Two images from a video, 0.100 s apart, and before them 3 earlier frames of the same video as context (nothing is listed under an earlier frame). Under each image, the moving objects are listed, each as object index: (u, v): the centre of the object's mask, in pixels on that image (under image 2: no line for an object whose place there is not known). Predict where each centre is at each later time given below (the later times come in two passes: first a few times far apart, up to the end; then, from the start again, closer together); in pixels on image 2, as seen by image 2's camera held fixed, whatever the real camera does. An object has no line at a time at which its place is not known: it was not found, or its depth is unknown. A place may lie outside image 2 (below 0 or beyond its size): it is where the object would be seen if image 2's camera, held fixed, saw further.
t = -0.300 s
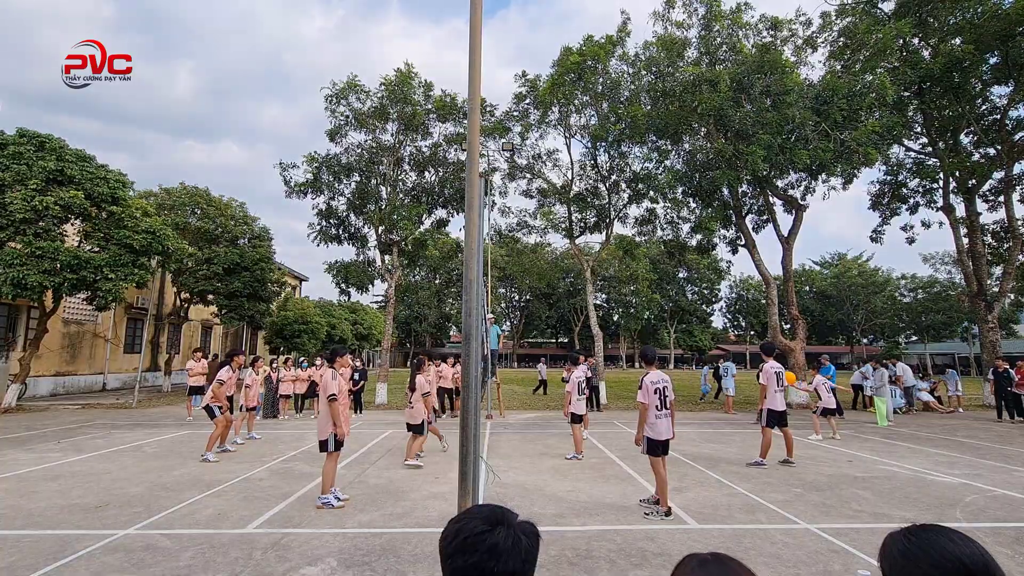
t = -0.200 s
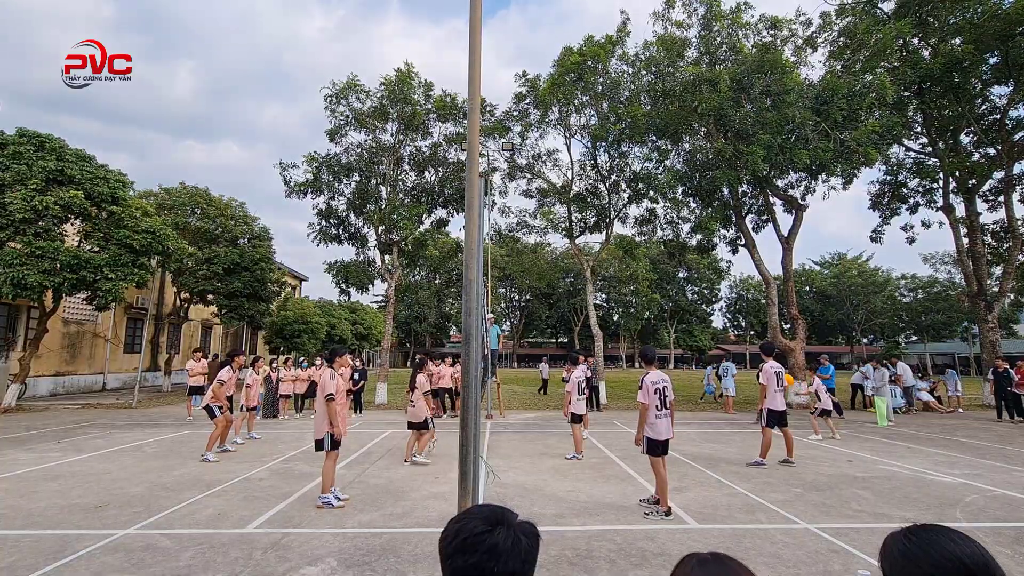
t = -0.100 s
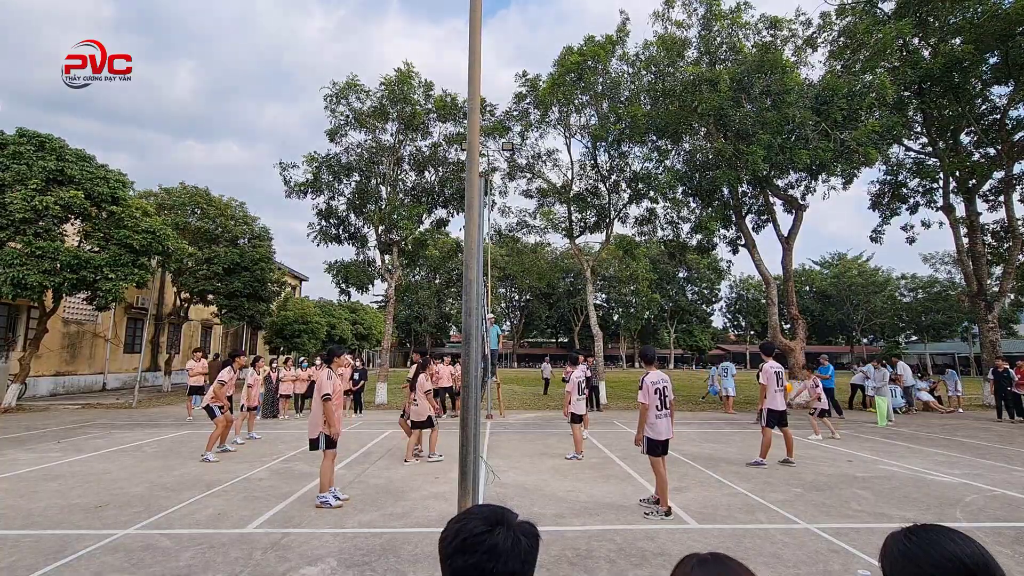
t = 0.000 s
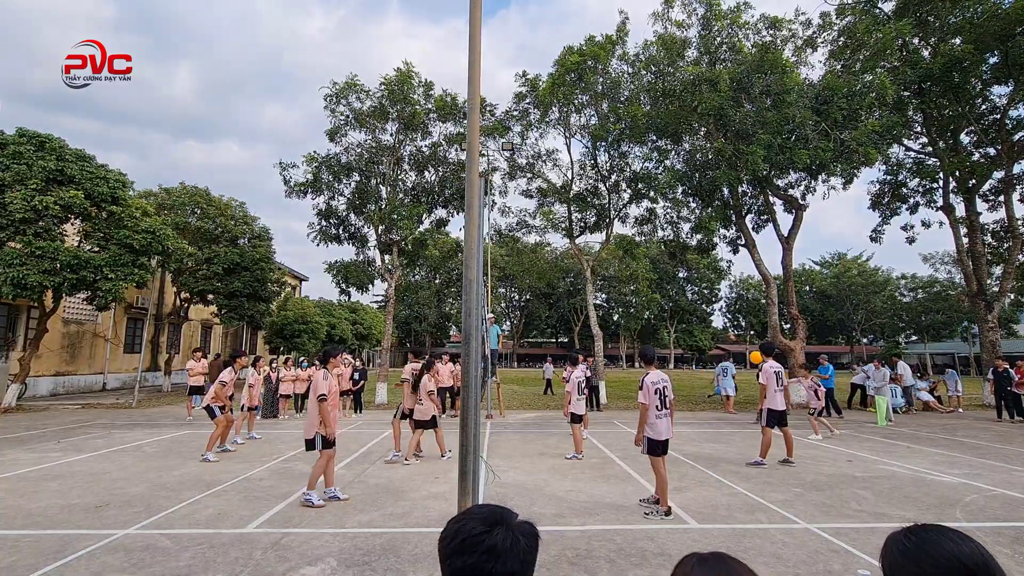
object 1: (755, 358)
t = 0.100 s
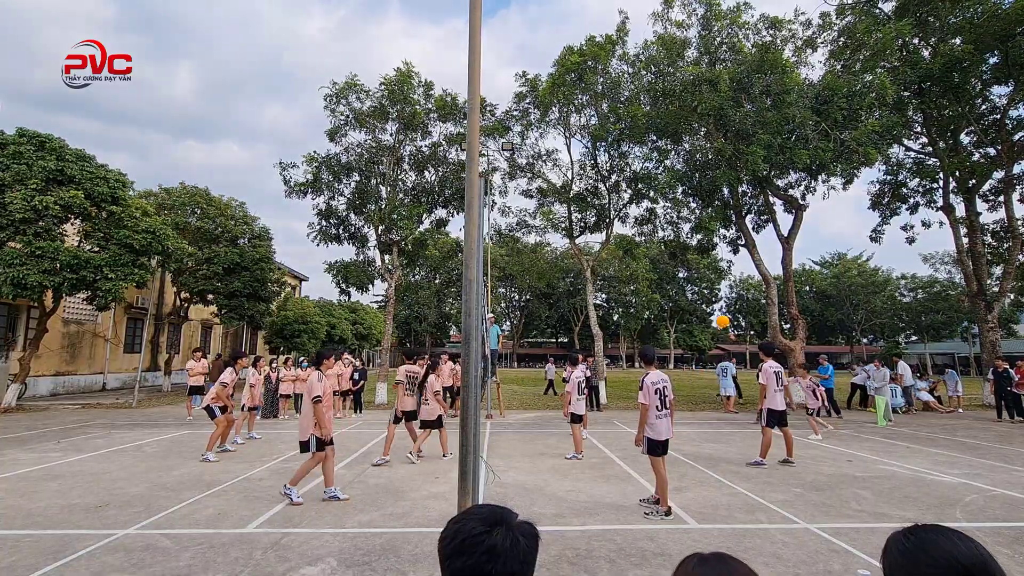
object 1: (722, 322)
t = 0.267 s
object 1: (666, 273)
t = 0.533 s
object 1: (577, 230)
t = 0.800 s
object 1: (490, 225)
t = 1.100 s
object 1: (388, 267)
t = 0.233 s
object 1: (677, 282)
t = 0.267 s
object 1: (666, 273)
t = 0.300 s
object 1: (654, 266)
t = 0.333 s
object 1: (643, 258)
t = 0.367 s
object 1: (632, 253)
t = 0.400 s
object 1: (622, 247)
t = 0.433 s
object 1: (611, 242)
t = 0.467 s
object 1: (599, 237)
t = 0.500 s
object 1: (589, 233)
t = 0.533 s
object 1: (577, 230)
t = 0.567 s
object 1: (566, 228)
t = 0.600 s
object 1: (556, 225)
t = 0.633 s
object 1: (545, 224)
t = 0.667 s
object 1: (534, 223)
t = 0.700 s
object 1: (523, 222)
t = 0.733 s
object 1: (512, 223)
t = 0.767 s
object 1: (501, 224)
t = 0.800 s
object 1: (490, 225)
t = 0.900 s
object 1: (457, 233)
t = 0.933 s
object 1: (445, 237)
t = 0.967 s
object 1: (434, 241)
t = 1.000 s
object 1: (422, 247)
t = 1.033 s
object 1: (411, 253)
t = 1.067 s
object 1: (399, 260)
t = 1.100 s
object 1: (388, 267)
